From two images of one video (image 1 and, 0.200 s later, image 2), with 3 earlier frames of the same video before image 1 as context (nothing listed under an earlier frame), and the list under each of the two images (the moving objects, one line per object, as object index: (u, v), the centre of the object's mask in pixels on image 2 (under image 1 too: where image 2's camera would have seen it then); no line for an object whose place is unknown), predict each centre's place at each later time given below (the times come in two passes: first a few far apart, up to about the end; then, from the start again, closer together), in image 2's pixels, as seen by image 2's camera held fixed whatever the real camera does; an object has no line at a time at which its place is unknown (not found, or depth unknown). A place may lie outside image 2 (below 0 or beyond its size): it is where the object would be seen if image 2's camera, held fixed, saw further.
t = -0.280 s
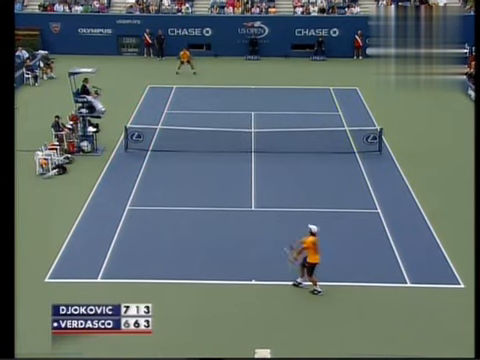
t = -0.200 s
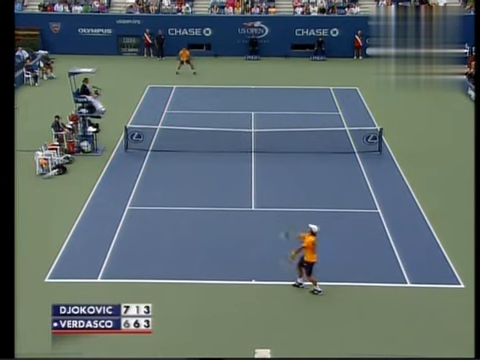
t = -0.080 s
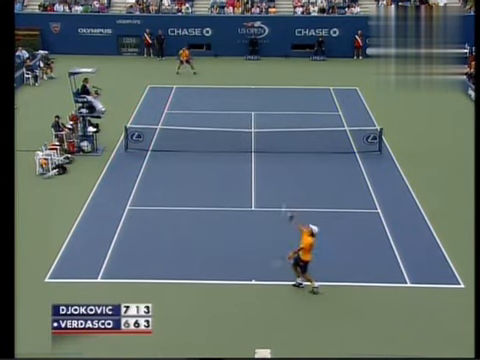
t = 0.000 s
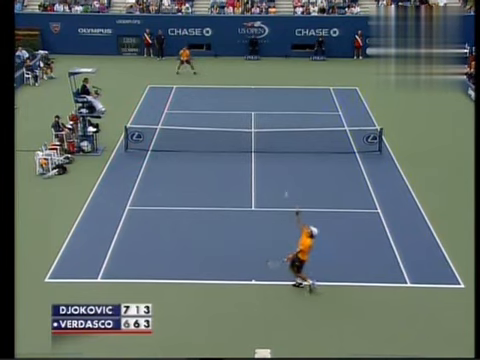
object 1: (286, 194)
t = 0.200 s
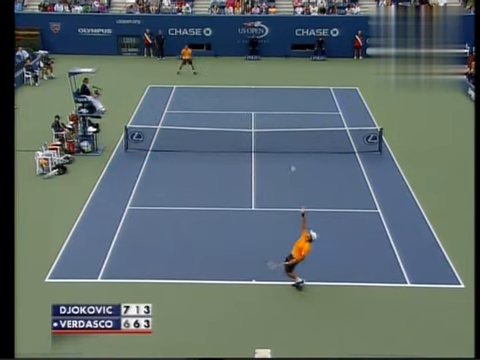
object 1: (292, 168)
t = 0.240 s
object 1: (294, 165)
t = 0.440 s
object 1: (300, 157)
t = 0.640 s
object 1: (306, 163)
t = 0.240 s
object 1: (294, 165)
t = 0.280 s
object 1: (295, 162)
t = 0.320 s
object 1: (297, 159)
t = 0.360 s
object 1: (298, 158)
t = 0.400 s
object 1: (299, 157)
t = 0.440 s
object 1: (300, 157)
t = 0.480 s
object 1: (302, 157)
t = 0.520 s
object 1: (303, 157)
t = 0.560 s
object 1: (303, 158)
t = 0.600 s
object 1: (305, 160)
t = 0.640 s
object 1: (306, 163)
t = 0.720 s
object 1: (308, 168)
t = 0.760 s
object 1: (310, 173)
